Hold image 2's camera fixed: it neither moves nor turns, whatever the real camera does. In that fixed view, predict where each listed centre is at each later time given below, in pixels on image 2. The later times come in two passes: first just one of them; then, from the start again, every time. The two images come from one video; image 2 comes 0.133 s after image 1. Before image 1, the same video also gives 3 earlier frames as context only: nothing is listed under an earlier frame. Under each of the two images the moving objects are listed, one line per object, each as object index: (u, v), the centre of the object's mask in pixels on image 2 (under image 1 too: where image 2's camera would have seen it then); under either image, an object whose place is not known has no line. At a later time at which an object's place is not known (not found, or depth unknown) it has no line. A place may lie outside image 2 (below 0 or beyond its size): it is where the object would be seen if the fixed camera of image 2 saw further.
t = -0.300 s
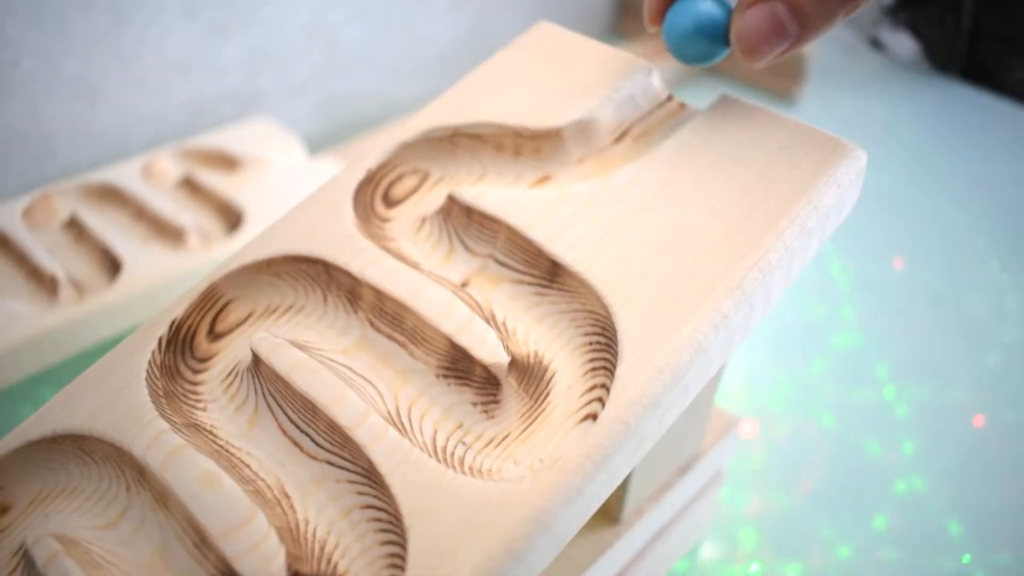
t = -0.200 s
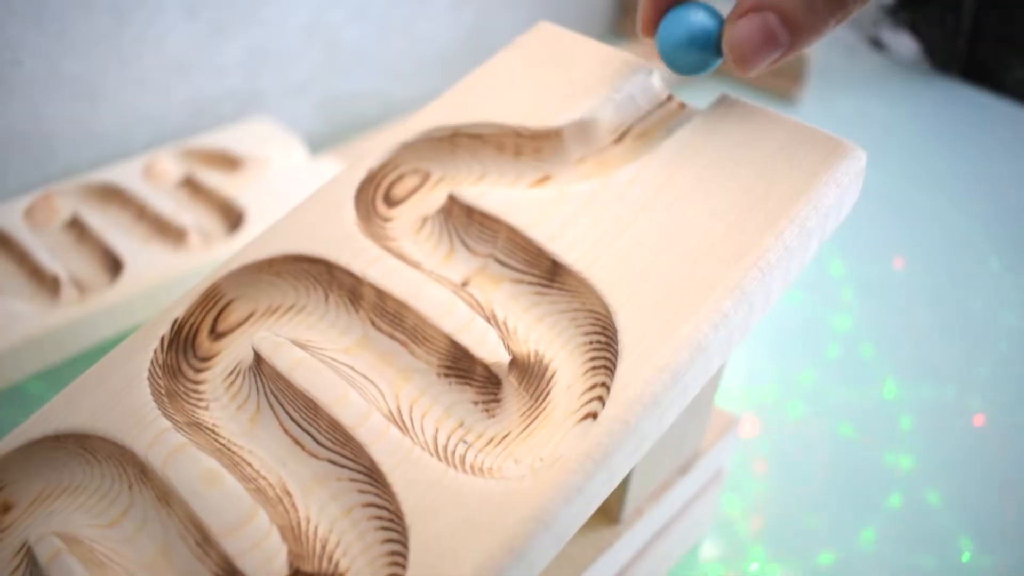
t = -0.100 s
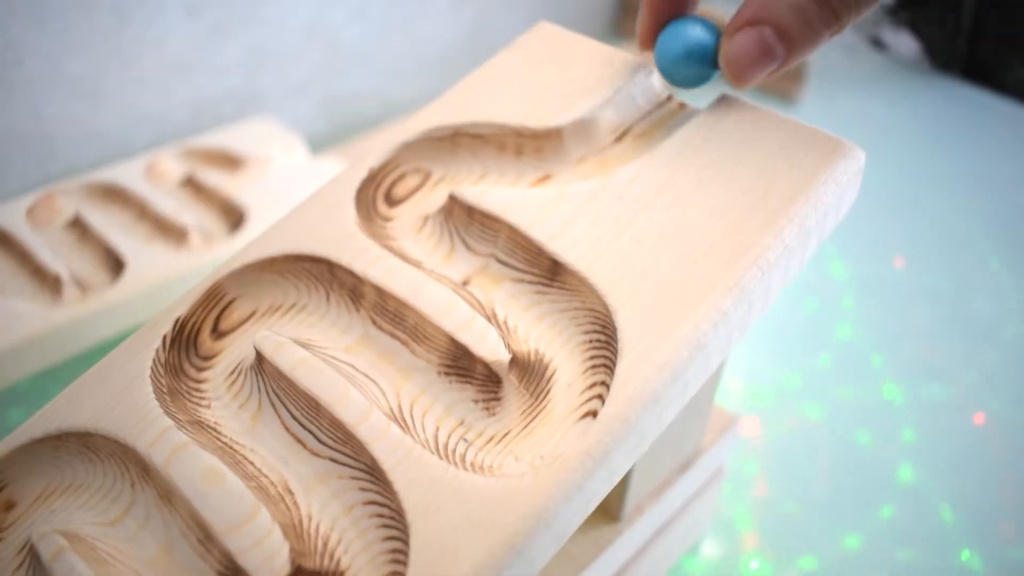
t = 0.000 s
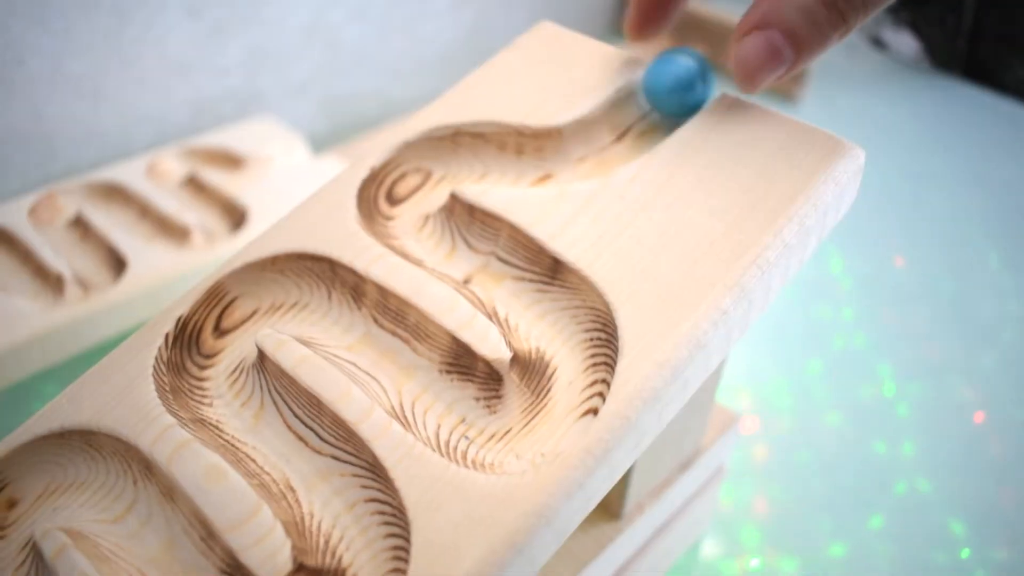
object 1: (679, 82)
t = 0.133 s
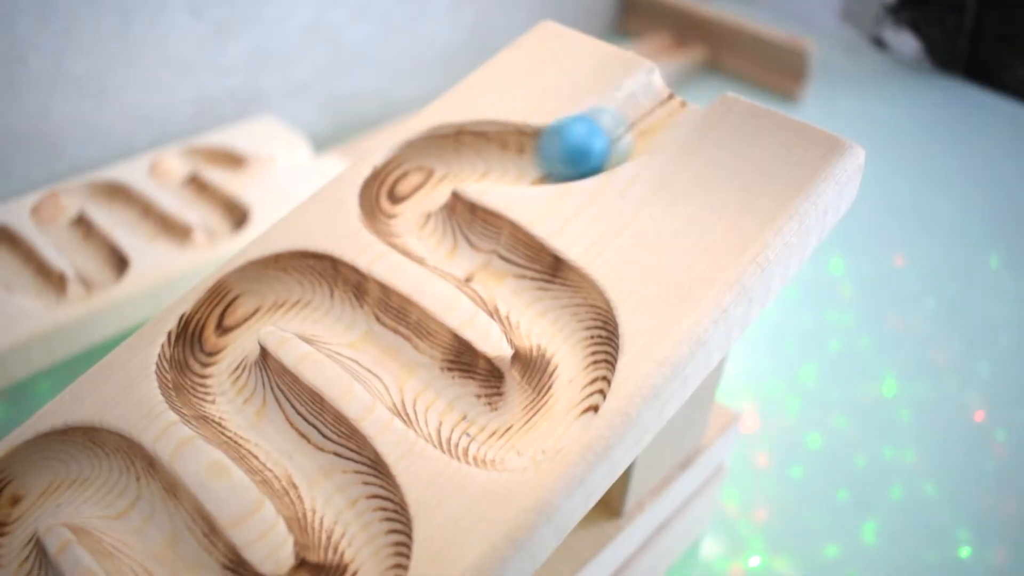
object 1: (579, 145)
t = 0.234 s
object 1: (454, 154)
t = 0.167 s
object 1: (543, 154)
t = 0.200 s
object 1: (495, 154)
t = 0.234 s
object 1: (454, 154)
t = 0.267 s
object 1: (414, 174)
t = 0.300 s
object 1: (398, 198)
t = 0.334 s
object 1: (416, 215)
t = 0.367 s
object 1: (431, 228)
